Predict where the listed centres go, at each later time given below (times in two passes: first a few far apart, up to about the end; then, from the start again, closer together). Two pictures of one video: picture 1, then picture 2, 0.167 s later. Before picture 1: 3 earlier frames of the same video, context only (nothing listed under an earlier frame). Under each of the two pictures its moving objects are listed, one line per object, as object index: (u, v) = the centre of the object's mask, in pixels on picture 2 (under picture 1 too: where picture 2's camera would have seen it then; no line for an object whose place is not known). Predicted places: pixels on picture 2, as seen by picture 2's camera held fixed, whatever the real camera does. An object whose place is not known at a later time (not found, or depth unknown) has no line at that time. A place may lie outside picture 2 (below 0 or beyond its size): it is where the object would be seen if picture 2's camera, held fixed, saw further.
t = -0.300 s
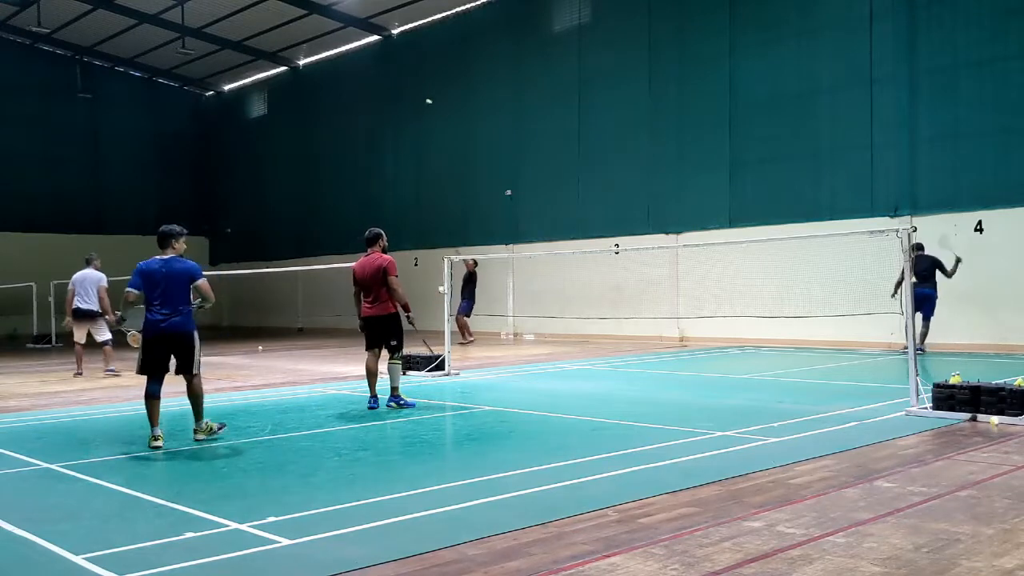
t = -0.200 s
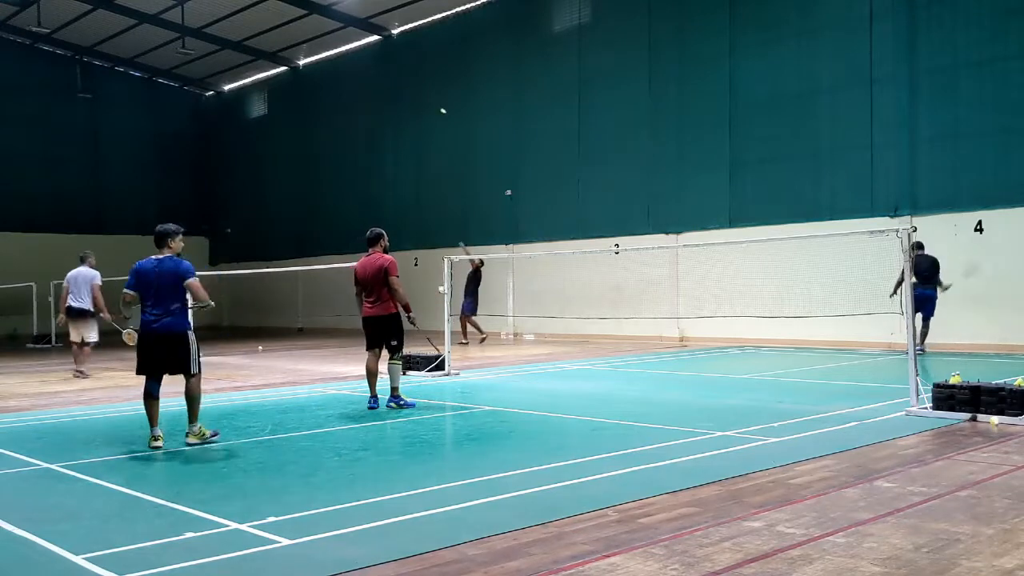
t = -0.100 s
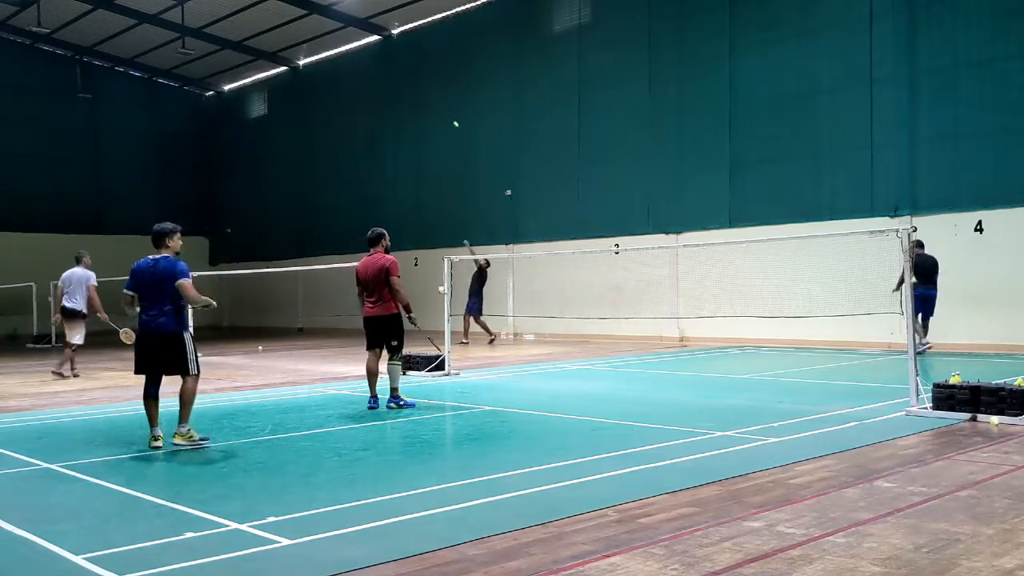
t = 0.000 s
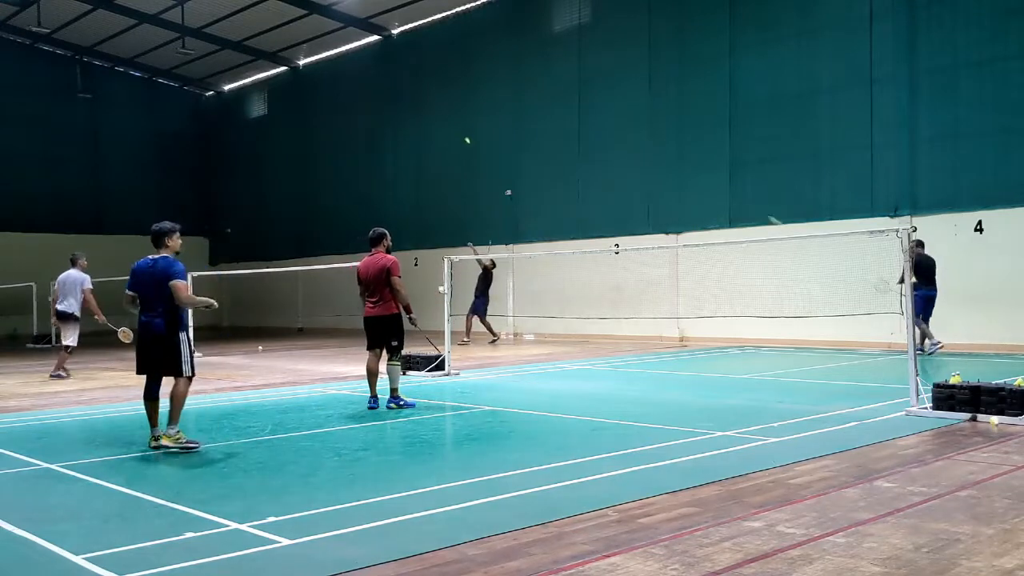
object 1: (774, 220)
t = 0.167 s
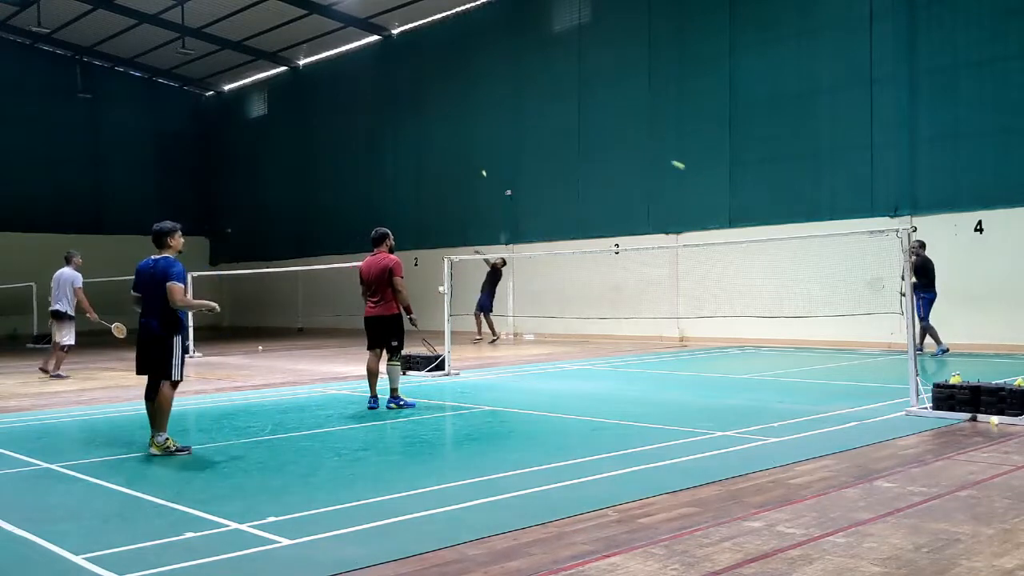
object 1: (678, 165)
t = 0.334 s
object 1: (602, 138)
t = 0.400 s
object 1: (575, 134)
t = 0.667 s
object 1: (483, 156)
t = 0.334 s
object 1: (602, 138)
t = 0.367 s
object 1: (589, 136)
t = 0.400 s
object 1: (575, 134)
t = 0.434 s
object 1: (563, 134)
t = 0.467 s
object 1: (551, 135)
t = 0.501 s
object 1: (539, 136)
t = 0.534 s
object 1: (527, 138)
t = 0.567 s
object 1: (516, 141)
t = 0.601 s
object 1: (505, 145)
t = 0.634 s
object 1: (494, 150)
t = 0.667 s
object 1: (483, 156)
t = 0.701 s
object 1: (473, 162)
